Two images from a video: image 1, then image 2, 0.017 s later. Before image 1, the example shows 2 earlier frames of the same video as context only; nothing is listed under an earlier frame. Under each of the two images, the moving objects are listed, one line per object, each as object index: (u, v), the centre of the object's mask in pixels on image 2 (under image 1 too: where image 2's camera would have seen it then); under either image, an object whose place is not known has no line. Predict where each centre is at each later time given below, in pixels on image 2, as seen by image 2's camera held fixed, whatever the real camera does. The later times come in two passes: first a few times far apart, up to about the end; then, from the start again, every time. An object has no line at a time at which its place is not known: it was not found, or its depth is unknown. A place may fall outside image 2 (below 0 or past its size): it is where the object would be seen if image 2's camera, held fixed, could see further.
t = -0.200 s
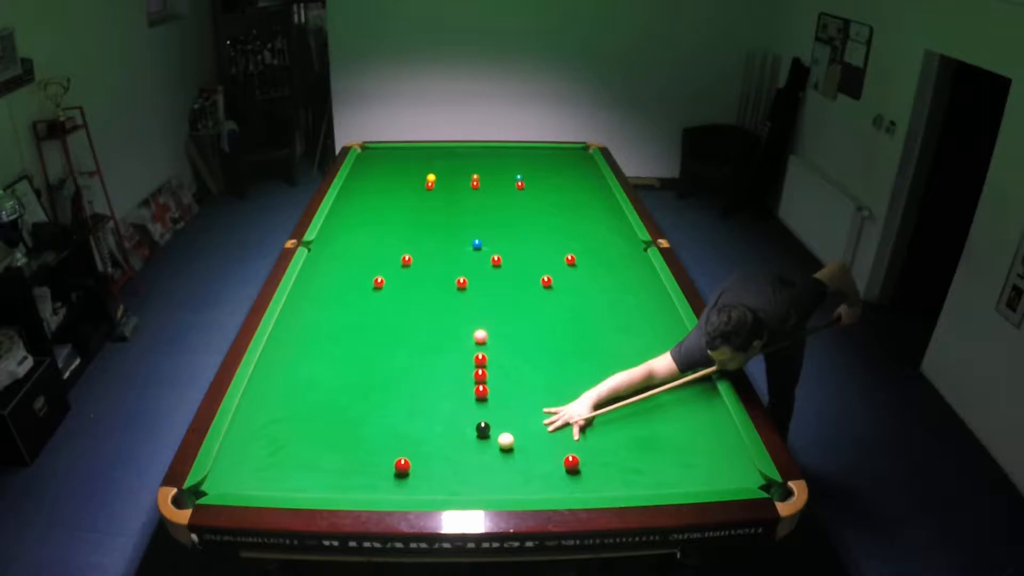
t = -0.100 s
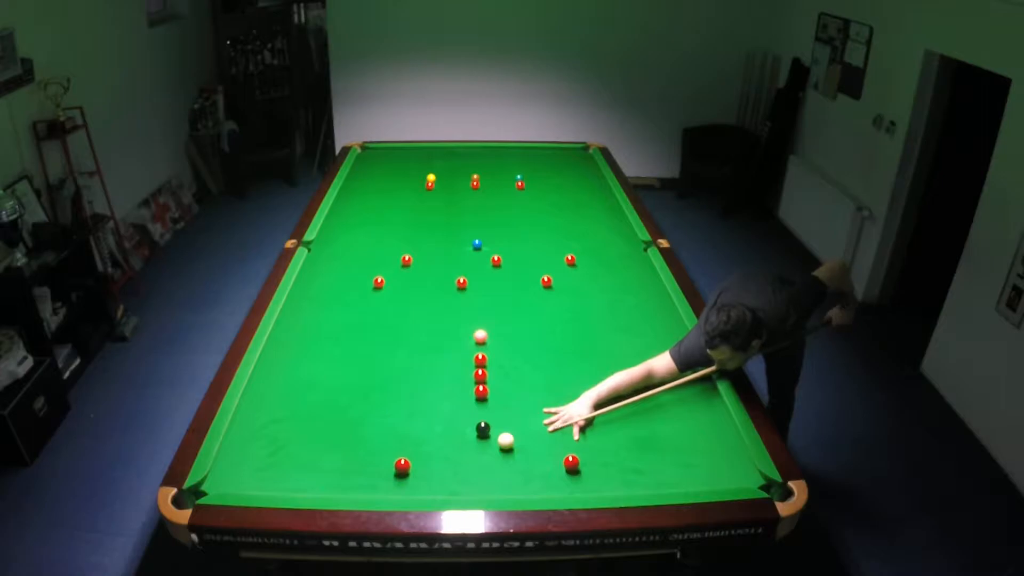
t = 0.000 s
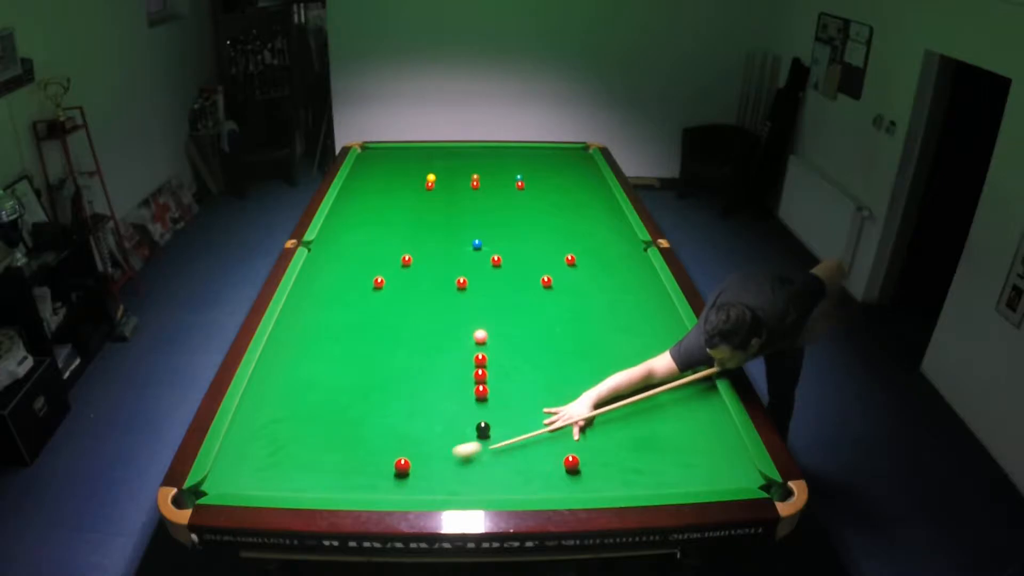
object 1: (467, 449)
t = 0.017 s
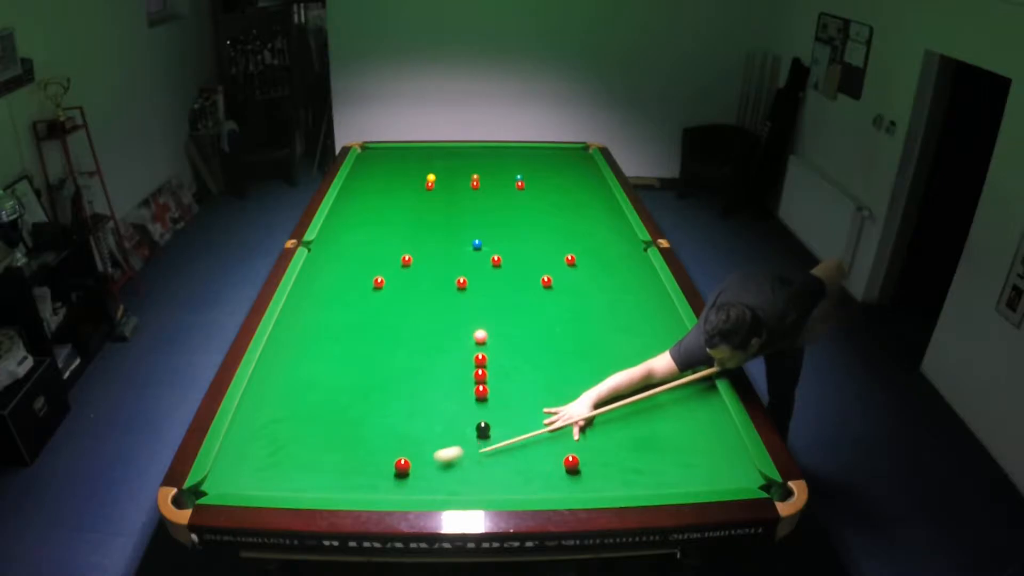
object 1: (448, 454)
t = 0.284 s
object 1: (425, 487)
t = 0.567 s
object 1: (449, 482)
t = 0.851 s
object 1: (472, 468)
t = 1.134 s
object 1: (493, 456)
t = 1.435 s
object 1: (512, 445)
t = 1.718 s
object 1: (528, 436)
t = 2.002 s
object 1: (542, 428)
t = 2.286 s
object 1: (553, 421)
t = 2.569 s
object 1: (563, 416)
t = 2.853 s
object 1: (570, 411)
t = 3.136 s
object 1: (576, 408)
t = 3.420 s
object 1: (580, 406)
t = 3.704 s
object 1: (582, 404)
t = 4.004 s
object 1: (582, 404)
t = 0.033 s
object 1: (430, 458)
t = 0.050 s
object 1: (418, 463)
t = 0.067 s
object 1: (418, 466)
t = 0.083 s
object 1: (418, 468)
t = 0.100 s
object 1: (418, 470)
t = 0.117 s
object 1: (419, 472)
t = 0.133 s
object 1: (419, 473)
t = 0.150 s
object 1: (420, 475)
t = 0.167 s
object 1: (420, 477)
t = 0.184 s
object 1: (421, 478)
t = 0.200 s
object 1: (422, 479)
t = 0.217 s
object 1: (422, 481)
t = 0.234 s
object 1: (423, 482)
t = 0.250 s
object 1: (424, 484)
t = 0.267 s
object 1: (425, 486)
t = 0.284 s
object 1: (425, 487)
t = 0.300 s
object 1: (426, 487)
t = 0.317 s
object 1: (427, 488)
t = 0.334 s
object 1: (428, 489)
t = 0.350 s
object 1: (429, 490)
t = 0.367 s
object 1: (431, 489)
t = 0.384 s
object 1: (432, 489)
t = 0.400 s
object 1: (434, 488)
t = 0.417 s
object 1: (435, 488)
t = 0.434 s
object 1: (437, 487)
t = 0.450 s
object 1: (438, 487)
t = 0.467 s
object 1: (440, 486)
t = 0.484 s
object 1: (441, 486)
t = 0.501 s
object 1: (443, 485)
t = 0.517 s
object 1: (444, 485)
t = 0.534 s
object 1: (446, 484)
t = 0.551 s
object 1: (447, 483)
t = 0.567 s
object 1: (449, 482)
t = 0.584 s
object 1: (450, 481)
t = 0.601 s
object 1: (452, 481)
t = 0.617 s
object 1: (453, 480)
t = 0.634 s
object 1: (454, 479)
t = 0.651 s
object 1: (456, 478)
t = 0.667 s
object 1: (457, 477)
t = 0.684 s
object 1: (459, 476)
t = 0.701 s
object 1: (460, 475)
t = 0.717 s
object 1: (461, 475)
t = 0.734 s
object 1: (463, 474)
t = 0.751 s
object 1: (464, 473)
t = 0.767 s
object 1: (465, 472)
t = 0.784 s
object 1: (467, 471)
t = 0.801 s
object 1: (468, 470)
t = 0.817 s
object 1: (470, 470)
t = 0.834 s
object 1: (471, 469)
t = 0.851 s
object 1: (472, 468)
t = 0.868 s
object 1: (473, 467)
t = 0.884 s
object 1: (475, 467)
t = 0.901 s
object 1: (476, 466)
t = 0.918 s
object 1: (477, 465)
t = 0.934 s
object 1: (478, 464)
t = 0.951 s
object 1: (480, 464)
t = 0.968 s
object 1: (481, 463)
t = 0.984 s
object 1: (482, 462)
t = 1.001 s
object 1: (483, 462)
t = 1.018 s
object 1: (485, 461)
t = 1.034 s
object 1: (486, 460)
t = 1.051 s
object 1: (487, 459)
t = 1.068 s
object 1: (488, 459)
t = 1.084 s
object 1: (489, 458)
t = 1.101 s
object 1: (491, 457)
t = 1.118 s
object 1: (492, 456)
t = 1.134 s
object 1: (493, 456)
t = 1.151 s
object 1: (494, 455)
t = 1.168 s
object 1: (495, 454)
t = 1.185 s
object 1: (496, 454)
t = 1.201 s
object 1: (497, 453)
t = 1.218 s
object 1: (498, 452)
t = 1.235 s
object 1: (500, 452)
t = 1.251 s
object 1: (501, 451)
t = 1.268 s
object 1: (502, 450)
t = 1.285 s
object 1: (503, 450)
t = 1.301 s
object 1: (504, 449)
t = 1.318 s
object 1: (505, 449)
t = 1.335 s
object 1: (506, 448)
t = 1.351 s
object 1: (507, 447)
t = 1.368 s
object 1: (508, 447)
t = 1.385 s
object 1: (509, 446)
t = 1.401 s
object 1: (510, 446)
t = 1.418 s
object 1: (511, 445)
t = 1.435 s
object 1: (512, 445)
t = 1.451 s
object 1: (513, 444)
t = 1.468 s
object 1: (514, 444)
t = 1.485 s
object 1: (515, 443)
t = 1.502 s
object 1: (516, 442)
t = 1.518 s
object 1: (517, 442)
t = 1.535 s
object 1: (518, 441)
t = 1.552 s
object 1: (519, 441)
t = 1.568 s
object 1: (520, 440)
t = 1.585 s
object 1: (521, 440)
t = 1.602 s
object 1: (522, 439)
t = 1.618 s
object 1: (523, 439)
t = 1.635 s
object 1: (524, 438)
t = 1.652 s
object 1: (525, 438)
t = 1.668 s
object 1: (526, 437)
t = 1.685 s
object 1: (527, 437)
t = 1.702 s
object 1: (527, 436)
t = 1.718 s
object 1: (528, 436)
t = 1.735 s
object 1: (529, 435)
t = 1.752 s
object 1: (530, 435)
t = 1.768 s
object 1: (531, 434)
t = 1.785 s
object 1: (532, 434)
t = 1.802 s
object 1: (532, 433)
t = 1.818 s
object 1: (533, 433)
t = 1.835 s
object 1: (534, 432)
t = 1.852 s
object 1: (535, 432)
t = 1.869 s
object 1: (536, 432)
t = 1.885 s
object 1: (537, 431)
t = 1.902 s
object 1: (537, 431)
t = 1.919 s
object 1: (538, 430)
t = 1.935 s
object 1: (539, 430)
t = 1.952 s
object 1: (540, 429)
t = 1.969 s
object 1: (540, 429)
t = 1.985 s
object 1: (541, 428)
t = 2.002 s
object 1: (542, 428)
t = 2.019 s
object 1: (543, 427)
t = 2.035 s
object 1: (543, 427)
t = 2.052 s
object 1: (544, 427)
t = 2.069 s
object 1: (545, 426)
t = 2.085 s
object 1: (545, 426)
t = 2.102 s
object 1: (546, 425)
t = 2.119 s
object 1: (547, 425)
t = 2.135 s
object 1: (547, 425)
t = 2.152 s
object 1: (548, 424)
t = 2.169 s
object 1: (549, 424)
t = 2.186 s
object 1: (550, 424)
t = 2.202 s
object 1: (550, 423)
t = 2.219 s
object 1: (551, 423)
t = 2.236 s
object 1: (551, 422)
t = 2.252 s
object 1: (552, 422)
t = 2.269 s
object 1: (553, 422)
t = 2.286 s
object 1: (553, 421)
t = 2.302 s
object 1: (554, 421)
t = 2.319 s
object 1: (555, 421)
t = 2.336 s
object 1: (555, 420)
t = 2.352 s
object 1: (556, 420)
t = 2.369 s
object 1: (556, 420)
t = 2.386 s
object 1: (557, 419)
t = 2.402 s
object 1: (557, 419)
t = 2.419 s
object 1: (558, 419)
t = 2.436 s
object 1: (558, 418)
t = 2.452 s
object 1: (559, 418)
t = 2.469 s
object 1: (560, 418)
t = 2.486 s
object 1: (560, 418)
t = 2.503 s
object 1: (561, 417)
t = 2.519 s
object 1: (561, 417)
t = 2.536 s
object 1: (562, 417)
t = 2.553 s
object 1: (562, 416)
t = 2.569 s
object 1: (563, 416)
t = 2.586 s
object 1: (563, 416)
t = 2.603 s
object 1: (564, 415)
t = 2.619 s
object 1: (564, 415)
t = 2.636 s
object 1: (565, 415)
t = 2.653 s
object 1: (565, 415)
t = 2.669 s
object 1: (565, 414)
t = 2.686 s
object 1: (566, 414)
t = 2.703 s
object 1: (566, 414)
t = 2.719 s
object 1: (567, 414)
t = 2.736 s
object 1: (567, 413)
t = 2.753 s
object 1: (568, 413)
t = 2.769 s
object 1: (568, 413)
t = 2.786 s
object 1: (569, 412)
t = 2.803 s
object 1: (569, 412)
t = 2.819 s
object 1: (569, 412)
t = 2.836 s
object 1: (570, 412)
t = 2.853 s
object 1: (570, 411)
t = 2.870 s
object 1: (571, 411)
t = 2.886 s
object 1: (571, 411)
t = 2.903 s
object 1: (571, 411)
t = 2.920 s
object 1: (572, 411)
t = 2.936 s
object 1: (572, 410)
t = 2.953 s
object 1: (572, 410)
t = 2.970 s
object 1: (573, 410)
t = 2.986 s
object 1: (573, 410)
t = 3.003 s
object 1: (573, 410)
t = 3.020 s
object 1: (574, 409)
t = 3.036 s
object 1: (574, 409)
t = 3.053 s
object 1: (575, 409)
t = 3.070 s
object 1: (575, 409)
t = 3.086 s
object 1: (575, 409)
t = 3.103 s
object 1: (575, 409)
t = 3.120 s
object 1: (576, 408)
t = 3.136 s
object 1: (576, 408)
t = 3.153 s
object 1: (576, 408)
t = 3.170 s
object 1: (576, 408)
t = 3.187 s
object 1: (577, 408)
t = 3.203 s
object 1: (577, 407)
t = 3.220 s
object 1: (577, 407)
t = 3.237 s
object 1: (578, 407)
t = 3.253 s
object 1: (578, 407)
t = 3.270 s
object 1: (578, 407)
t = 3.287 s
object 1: (578, 407)
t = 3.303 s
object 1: (579, 407)
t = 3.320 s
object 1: (579, 407)
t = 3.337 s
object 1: (579, 406)
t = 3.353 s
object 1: (579, 406)
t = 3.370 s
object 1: (579, 406)
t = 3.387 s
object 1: (580, 406)
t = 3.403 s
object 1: (580, 406)
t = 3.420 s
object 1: (580, 406)
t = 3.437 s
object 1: (580, 406)
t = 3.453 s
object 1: (580, 406)
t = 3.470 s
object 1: (580, 405)
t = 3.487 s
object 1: (580, 405)
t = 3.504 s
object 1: (581, 405)
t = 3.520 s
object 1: (581, 405)
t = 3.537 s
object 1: (581, 405)
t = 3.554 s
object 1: (581, 405)
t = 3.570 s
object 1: (581, 405)
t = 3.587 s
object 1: (581, 405)
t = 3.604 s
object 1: (581, 405)
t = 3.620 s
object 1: (582, 405)
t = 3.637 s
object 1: (582, 405)
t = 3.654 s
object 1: (582, 405)
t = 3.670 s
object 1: (582, 404)
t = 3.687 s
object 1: (582, 404)
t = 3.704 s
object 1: (582, 404)
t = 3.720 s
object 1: (582, 404)
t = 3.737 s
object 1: (582, 404)
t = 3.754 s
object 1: (582, 404)
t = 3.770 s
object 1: (582, 404)
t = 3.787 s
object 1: (582, 404)
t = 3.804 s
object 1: (582, 404)
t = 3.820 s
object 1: (582, 404)
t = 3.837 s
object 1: (582, 404)
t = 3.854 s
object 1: (582, 404)
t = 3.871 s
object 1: (582, 404)
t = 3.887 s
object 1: (582, 404)
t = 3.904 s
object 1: (582, 404)
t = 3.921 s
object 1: (582, 404)
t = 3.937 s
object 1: (582, 404)
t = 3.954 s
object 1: (582, 404)
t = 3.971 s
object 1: (582, 404)
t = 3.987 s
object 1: (582, 405)
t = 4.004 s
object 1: (582, 404)
